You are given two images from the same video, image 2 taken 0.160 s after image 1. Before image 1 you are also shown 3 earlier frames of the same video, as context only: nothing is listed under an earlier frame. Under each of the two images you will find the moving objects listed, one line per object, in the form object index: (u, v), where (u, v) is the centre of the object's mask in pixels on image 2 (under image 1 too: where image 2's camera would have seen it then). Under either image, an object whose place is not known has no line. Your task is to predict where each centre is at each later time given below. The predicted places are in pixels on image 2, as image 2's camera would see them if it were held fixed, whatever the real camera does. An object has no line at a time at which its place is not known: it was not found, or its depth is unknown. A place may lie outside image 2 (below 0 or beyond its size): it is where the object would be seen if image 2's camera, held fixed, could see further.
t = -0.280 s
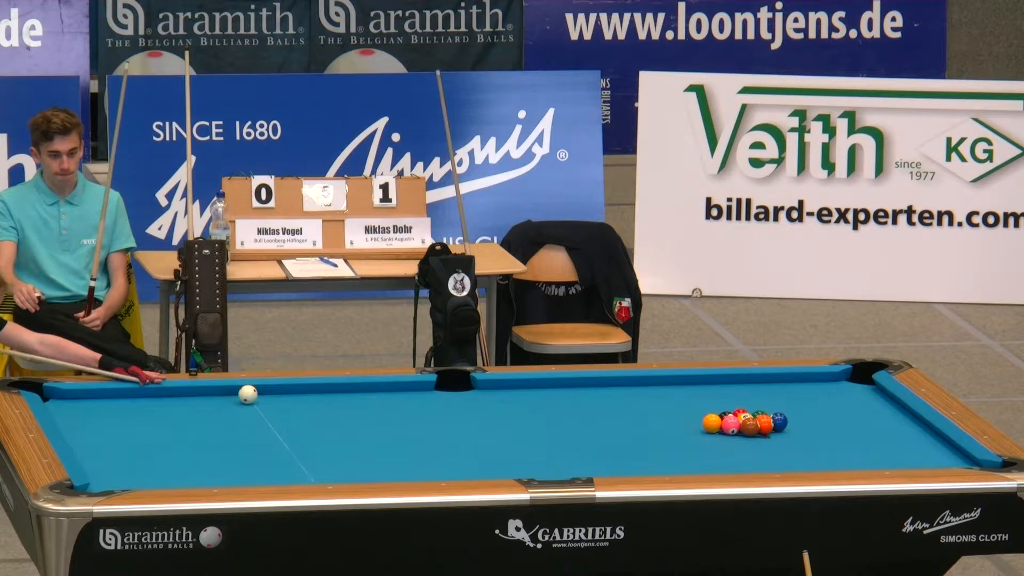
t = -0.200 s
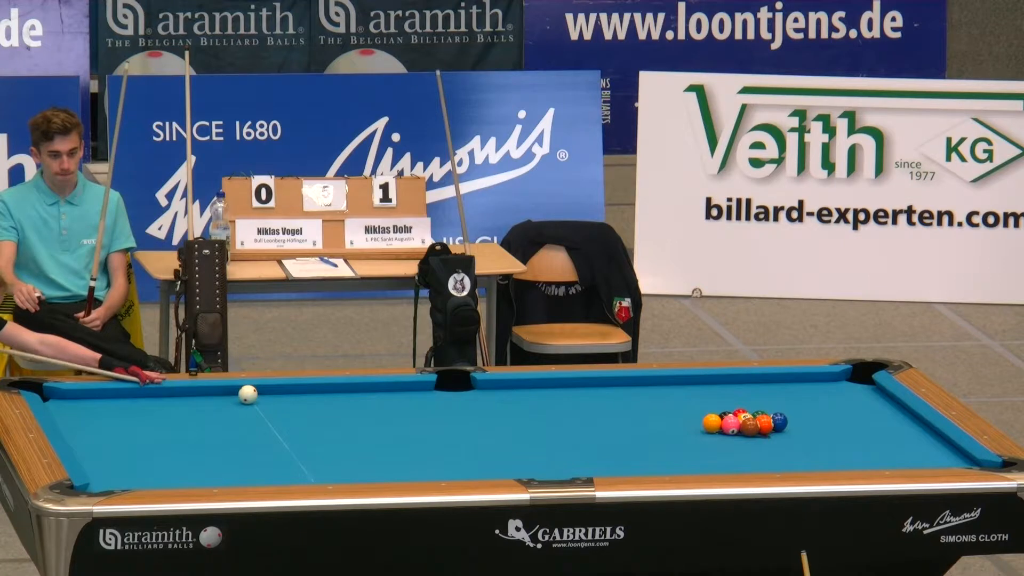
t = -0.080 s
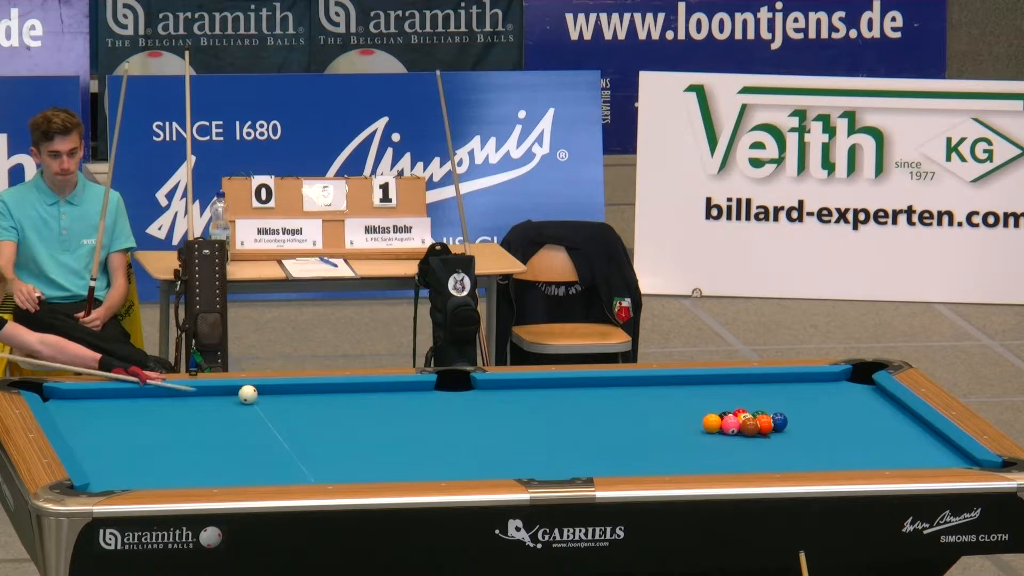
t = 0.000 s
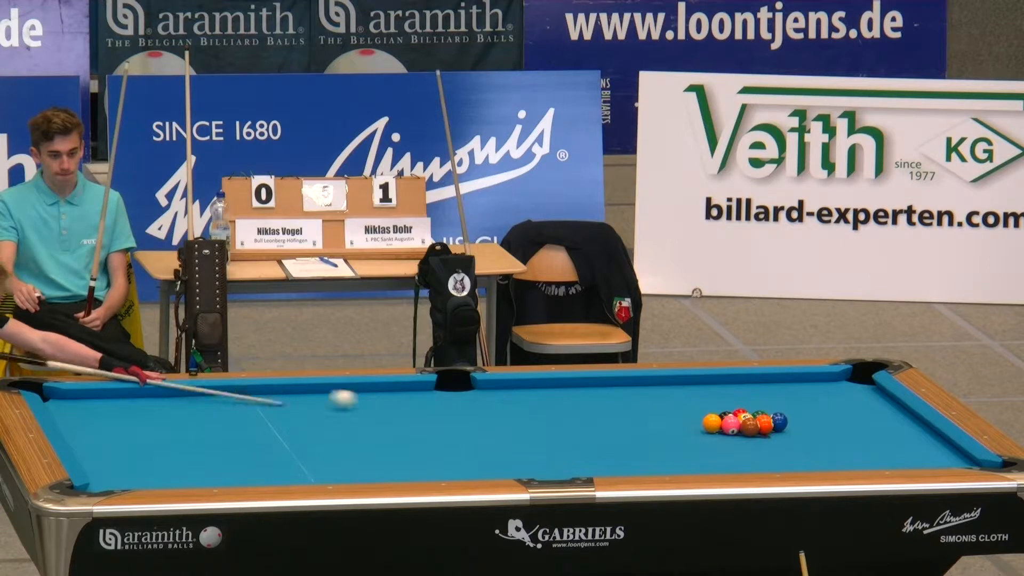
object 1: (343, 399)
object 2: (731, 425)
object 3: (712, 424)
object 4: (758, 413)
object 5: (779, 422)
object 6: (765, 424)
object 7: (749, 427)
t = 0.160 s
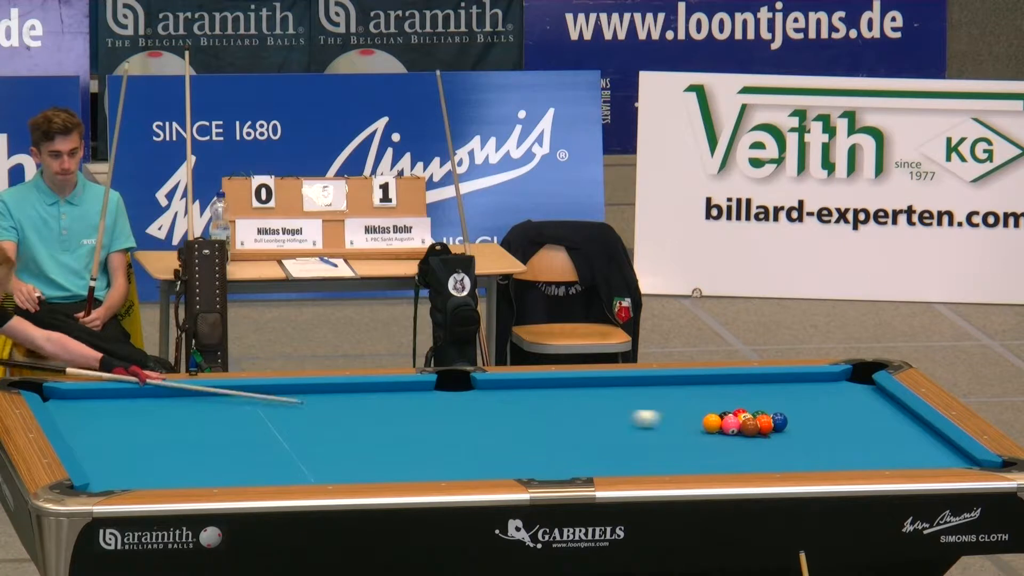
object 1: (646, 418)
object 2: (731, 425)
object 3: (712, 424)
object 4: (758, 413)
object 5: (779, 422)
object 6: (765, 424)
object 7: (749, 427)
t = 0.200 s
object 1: (690, 421)
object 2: (731, 426)
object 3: (710, 423)
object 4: (761, 413)
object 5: (785, 421)
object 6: (767, 423)
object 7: (764, 430)
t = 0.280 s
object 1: (675, 419)
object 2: (731, 432)
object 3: (695, 428)
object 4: (785, 413)
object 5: (826, 417)
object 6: (779, 425)
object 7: (832, 446)
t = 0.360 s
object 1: (656, 418)
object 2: (731, 437)
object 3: (683, 433)
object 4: (802, 412)
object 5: (862, 412)
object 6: (791, 426)
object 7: (899, 460)
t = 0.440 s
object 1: (636, 416)
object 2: (729, 441)
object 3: (674, 437)
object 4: (817, 410)
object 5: (895, 408)
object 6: (802, 426)
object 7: (928, 459)
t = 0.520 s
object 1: (617, 414)
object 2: (728, 445)
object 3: (669, 441)
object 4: (832, 408)
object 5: (880, 407)
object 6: (813, 427)
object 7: (935, 448)
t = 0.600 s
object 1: (598, 412)
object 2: (727, 450)
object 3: (664, 444)
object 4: (838, 405)
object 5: (867, 405)
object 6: (823, 427)
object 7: (937, 438)
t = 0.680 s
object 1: (579, 410)
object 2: (726, 454)
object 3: (659, 448)
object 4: (818, 402)
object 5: (879, 404)
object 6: (834, 428)
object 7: (913, 432)
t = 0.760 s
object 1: (561, 408)
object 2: (725, 459)
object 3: (654, 452)
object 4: (803, 400)
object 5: (887, 403)
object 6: (844, 428)
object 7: (893, 425)
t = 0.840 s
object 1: (542, 407)
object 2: (724, 462)
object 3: (649, 455)
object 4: (790, 398)
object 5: (891, 402)
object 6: (854, 429)
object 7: (875, 419)
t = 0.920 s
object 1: (524, 405)
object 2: (722, 464)
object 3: (644, 459)
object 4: (778, 395)
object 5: (885, 401)
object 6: (864, 429)
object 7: (856, 412)
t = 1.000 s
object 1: (506, 403)
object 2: (721, 467)
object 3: (639, 462)
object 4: (767, 393)
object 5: (879, 400)
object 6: (874, 429)
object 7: (838, 406)
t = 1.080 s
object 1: (489, 401)
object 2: (712, 466)
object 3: (634, 465)
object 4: (755, 391)
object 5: (874, 399)
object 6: (884, 430)
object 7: (821, 401)
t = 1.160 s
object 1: (472, 400)
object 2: (703, 465)
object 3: (629, 467)
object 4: (744, 388)
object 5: (869, 398)
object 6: (893, 431)
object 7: (803, 395)
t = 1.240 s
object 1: (454, 398)
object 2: (694, 464)
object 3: (624, 469)
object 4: (732, 386)
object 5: (864, 397)
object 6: (903, 431)
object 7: (786, 389)
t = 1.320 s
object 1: (437, 396)
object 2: (686, 463)
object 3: (618, 469)
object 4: (722, 384)
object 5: (859, 396)
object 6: (912, 432)
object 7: (770, 383)
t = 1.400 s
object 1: (420, 395)
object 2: (677, 462)
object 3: (610, 469)
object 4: (711, 381)
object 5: (854, 396)
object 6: (921, 432)
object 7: (752, 378)
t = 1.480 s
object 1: (403, 393)
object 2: (669, 460)
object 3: (601, 468)
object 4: (700, 379)
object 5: (849, 395)
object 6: (929, 433)
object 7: (742, 382)
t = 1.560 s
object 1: (387, 391)
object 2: (661, 459)
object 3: (593, 467)
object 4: (696, 380)
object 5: (845, 394)
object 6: (928, 433)
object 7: (732, 385)
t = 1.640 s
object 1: (371, 390)
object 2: (653, 457)
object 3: (586, 467)
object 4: (693, 381)
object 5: (841, 393)
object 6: (924, 433)
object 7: (721, 389)
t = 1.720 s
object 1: (355, 388)
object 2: (645, 455)
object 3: (578, 466)
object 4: (689, 383)
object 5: (837, 392)
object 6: (920, 433)
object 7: (710, 391)
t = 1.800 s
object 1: (340, 387)
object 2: (637, 453)
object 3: (570, 465)
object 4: (685, 384)
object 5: (833, 392)
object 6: (917, 434)
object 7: (699, 395)
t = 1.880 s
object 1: (329, 388)
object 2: (629, 451)
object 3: (562, 464)
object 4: (681, 384)
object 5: (829, 391)
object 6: (913, 434)
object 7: (688, 398)
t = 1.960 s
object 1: (319, 389)
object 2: (622, 450)
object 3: (555, 463)
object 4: (679, 384)
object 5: (825, 390)
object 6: (910, 435)
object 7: (677, 401)
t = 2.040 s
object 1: (308, 390)
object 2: (615, 448)
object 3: (548, 462)
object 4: (676, 387)
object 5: (822, 390)
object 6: (907, 435)
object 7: (667, 404)
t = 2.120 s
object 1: (298, 392)
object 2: (607, 447)
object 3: (541, 460)
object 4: (673, 389)
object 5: (819, 389)
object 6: (904, 436)
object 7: (656, 407)
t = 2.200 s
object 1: (287, 393)
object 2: (600, 445)
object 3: (533, 459)
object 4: (669, 390)
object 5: (815, 388)
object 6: (901, 436)
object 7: (645, 411)
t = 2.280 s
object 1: (278, 394)
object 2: (593, 443)
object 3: (527, 458)
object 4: (667, 391)
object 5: (813, 388)
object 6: (899, 436)
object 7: (635, 414)
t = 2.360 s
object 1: (267, 395)
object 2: (587, 442)
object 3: (520, 457)
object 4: (663, 392)
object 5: (810, 387)
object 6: (896, 436)
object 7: (624, 417)
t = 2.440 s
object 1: (258, 396)
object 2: (580, 440)
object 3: (514, 456)
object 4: (661, 393)
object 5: (807, 387)
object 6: (893, 437)
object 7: (614, 420)
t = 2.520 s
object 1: (248, 397)
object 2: (574, 439)
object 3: (507, 455)
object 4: (658, 394)
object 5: (805, 387)
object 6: (891, 437)
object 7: (603, 423)
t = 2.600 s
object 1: (238, 398)
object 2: (567, 438)
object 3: (502, 453)
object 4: (655, 395)
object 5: (802, 386)
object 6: (889, 437)
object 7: (592, 426)
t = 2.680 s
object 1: (229, 399)
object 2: (562, 436)
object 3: (496, 452)
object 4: (653, 396)
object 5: (800, 385)
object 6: (887, 437)
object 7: (582, 429)
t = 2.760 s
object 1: (220, 400)
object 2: (555, 435)
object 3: (490, 451)
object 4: (650, 397)
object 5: (798, 385)
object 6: (885, 437)
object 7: (572, 432)
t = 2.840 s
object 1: (211, 401)
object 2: (540, 435)
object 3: (484, 450)
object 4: (648, 398)
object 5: (795, 384)
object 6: (884, 438)
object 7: (571, 434)
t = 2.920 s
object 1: (202, 402)
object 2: (526, 435)
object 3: (479, 449)
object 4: (645, 399)
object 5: (793, 384)
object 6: (882, 438)
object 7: (570, 435)
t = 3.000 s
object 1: (193, 403)
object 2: (513, 435)
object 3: (473, 448)
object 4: (644, 400)
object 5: (791, 384)
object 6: (881, 438)
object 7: (570, 437)
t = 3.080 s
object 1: (184, 404)
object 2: (500, 434)
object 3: (468, 447)
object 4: (641, 401)
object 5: (790, 384)
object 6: (880, 438)
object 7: (570, 438)
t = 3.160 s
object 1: (176, 405)
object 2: (487, 434)
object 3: (463, 446)
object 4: (639, 402)
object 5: (789, 384)
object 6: (879, 438)
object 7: (569, 439)
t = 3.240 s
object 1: (168, 406)
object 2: (474, 434)
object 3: (459, 445)
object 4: (637, 402)
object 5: (786, 384)
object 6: (878, 438)
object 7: (569, 440)
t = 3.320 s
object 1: (159, 407)
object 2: (463, 432)
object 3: (454, 445)
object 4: (636, 403)
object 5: (786, 384)
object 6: (877, 438)
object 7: (568, 441)
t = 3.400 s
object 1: (152, 408)
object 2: (448, 430)
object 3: (450, 444)
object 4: (634, 404)
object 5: (785, 383)
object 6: (877, 438)
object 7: (568, 443)
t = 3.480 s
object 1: (143, 409)
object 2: (435, 432)
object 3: (445, 443)
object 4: (632, 404)
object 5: (784, 383)
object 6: (877, 438)
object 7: (567, 444)
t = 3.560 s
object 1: (136, 409)
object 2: (425, 433)
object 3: (441, 442)
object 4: (630, 405)
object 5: (783, 383)
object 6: (876, 438)
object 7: (567, 445)
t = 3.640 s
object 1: (128, 410)
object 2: (413, 434)
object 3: (437, 442)
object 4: (629, 406)
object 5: (782, 382)
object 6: (876, 438)
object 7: (567, 446)
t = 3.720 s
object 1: (121, 411)
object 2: (401, 434)
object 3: (433, 441)
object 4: (627, 406)
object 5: (781, 382)
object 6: (877, 438)
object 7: (566, 447)
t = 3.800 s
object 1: (114, 412)
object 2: (390, 434)
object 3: (430, 440)
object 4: (625, 407)
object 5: (781, 382)
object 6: (877, 438)
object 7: (566, 448)
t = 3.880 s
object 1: (106, 413)
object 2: (379, 433)
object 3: (426, 440)
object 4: (623, 407)
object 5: (780, 382)
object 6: (877, 438)
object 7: (566, 449)
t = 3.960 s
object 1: (100, 414)
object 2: (368, 433)
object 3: (423, 439)
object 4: (622, 408)
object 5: (780, 382)
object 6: (877, 438)
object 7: (566, 450)
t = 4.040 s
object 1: (93, 414)
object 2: (357, 433)
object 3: (420, 438)
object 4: (620, 408)
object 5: (780, 382)
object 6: (877, 438)
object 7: (565, 451)
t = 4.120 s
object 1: (86, 415)
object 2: (347, 433)
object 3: (417, 437)
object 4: (619, 409)
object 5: (780, 382)
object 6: (877, 438)
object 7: (565, 452)
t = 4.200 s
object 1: (80, 416)
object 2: (336, 433)
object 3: (414, 437)
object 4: (617, 409)
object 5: (779, 381)
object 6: (877, 438)
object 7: (565, 453)
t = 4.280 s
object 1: (74, 417)
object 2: (326, 433)
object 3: (411, 436)
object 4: (616, 410)
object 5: (779, 381)
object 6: (877, 438)
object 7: (565, 454)
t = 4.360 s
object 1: (68, 417)
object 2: (316, 432)
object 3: (408, 436)
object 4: (615, 410)
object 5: (779, 381)
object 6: (877, 438)
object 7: (565, 454)
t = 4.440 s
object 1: (63, 418)
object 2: (306, 432)
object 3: (406, 435)
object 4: (614, 411)
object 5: (779, 381)
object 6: (877, 438)
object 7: (564, 455)
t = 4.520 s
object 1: (64, 419)
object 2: (296, 432)
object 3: (404, 435)
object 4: (613, 411)
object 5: (779, 381)
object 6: (877, 438)
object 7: (564, 456)
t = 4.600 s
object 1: (68, 419)
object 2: (286, 432)
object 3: (402, 434)
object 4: (612, 411)
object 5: (779, 381)
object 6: (877, 438)
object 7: (564, 456)
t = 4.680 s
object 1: (71, 419)
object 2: (277, 432)
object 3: (400, 434)
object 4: (611, 412)
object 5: (779, 382)
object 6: (877, 438)
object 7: (564, 457)
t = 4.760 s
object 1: (74, 420)
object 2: (268, 432)
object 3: (398, 433)
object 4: (610, 412)
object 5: (779, 381)
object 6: (877, 438)
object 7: (564, 458)
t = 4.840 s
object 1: (77, 420)
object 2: (259, 432)
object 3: (396, 433)
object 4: (609, 412)
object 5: (779, 382)
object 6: (877, 438)
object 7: (564, 458)
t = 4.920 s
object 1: (80, 420)
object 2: (250, 432)
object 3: (395, 433)
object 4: (608, 412)
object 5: (779, 382)
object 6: (877, 438)
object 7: (564, 459)
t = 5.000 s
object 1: (83, 420)
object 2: (242, 432)
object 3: (393, 432)
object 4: (607, 412)
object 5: (779, 382)
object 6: (877, 438)
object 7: (564, 459)
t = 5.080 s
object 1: (85, 421)
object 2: (233, 432)
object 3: (392, 432)
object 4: (606, 412)
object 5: (779, 381)
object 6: (877, 438)
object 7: (565, 460)
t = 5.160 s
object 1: (88, 421)
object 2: (225, 432)
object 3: (391, 432)
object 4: (606, 412)
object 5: (779, 382)
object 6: (877, 438)
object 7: (565, 460)
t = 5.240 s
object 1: (90, 421)
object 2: (217, 432)
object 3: (390, 432)
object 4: (606, 413)
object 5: (779, 382)
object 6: (877, 438)
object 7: (565, 460)
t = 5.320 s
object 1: (92, 422)
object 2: (209, 432)
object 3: (389, 431)
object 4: (605, 412)
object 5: (779, 382)
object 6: (877, 438)
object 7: (565, 460)
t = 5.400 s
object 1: (94, 422)
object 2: (201, 432)
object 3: (389, 431)
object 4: (605, 413)
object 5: (779, 382)
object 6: (877, 438)
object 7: (565, 461)
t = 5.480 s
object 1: (96, 422)
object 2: (194, 432)
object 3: (388, 431)
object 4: (605, 413)
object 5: (779, 382)
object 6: (877, 438)
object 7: (565, 461)
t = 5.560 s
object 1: (97, 422)
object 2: (187, 431)
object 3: (388, 431)
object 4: (605, 413)
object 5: (779, 382)
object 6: (877, 438)
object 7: (565, 461)
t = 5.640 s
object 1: (99, 422)
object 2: (180, 431)
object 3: (388, 431)
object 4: (605, 412)
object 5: (779, 382)
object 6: (877, 438)
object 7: (566, 462)
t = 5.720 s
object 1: (100, 422)
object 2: (173, 431)
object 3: (388, 431)
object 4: (605, 412)
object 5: (779, 382)
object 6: (877, 438)
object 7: (566, 462)
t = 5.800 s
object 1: (101, 422)
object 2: (167, 431)
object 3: (388, 431)
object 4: (605, 413)
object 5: (779, 382)
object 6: (877, 438)
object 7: (566, 462)
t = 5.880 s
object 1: (102, 422)
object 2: (160, 431)
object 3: (388, 431)
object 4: (605, 413)
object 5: (779, 382)
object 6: (877, 438)
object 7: (566, 462)
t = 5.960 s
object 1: (103, 423)
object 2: (154, 431)
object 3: (388, 431)
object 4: (605, 413)
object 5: (779, 382)
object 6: (877, 438)
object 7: (566, 462)
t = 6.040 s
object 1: (103, 423)
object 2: (148, 431)
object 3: (388, 431)
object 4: (605, 413)
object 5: (779, 382)
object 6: (877, 438)
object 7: (566, 462)
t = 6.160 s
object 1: (104, 423)
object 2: (139, 431)
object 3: (388, 431)
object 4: (605, 413)
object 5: (779, 381)
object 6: (877, 438)
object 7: (566, 462)
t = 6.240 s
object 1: (104, 423)
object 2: (133, 431)
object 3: (388, 431)
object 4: (605, 413)
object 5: (779, 381)
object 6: (877, 438)
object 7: (566, 462)
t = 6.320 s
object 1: (104, 423)
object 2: (128, 431)
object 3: (388, 431)
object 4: (605, 413)
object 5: (779, 381)
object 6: (877, 438)
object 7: (566, 462)
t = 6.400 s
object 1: (104, 423)
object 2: (123, 431)
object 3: (388, 431)
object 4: (605, 413)
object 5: (779, 382)
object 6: (877, 438)
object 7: (566, 462)
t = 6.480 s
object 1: (103, 422)
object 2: (118, 431)
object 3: (388, 431)
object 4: (605, 413)
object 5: (779, 382)
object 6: (877, 438)
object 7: (566, 462)
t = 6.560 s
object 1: (103, 421)
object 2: (113, 431)
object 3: (388, 431)
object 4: (605, 413)
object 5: (779, 382)
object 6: (877, 438)
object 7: (566, 462)
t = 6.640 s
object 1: (102, 420)
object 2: (109, 431)
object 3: (388, 431)
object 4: (605, 413)
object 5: (779, 382)
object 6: (877, 438)
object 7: (566, 462)
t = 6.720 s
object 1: (104, 419)
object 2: (104, 431)
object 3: (388, 431)
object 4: (605, 413)
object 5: (779, 382)
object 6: (877, 438)
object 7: (566, 462)
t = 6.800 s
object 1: (105, 419)
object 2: (100, 431)
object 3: (388, 431)
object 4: (605, 413)
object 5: (779, 382)
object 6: (877, 438)
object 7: (566, 462)
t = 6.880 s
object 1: (106, 421)
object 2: (96, 431)
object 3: (388, 431)
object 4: (605, 413)
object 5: (779, 382)
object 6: (877, 438)
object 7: (566, 462)
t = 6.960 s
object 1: (106, 422)
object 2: (92, 431)
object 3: (388, 431)
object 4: (605, 413)
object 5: (779, 382)
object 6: (877, 438)
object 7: (566, 462)
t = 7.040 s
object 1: (105, 423)
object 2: (89, 431)
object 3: (388, 431)
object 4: (605, 413)
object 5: (779, 382)
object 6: (877, 438)
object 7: (566, 462)
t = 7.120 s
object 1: (105, 423)
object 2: (86, 430)
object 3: (388, 431)
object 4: (605, 413)
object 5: (779, 382)
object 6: (877, 438)
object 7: (566, 462)
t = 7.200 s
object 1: (104, 423)
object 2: (82, 431)
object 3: (388, 431)
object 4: (605, 413)
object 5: (779, 382)
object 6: (877, 438)
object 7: (566, 462)
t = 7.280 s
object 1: (104, 423)
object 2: (79, 431)
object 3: (388, 431)
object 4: (605, 413)
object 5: (779, 382)
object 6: (877, 438)
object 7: (566, 462)
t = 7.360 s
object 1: (104, 423)
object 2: (76, 431)
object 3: (388, 431)
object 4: (605, 413)
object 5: (779, 382)
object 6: (877, 438)
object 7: (566, 462)
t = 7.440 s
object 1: (104, 423)
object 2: (73, 430)
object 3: (388, 431)
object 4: (605, 413)
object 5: (779, 382)
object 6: (877, 438)
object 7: (566, 462)
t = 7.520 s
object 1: (104, 423)
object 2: (71, 430)
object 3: (388, 431)
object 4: (605, 413)
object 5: (779, 382)
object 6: (877, 438)
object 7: (566, 462)
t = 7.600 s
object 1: (104, 423)
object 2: (70, 430)
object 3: (388, 431)
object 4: (605, 413)
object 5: (779, 382)
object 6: (877, 438)
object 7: (566, 462)
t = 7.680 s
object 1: (104, 423)
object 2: (70, 430)
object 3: (388, 431)
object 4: (605, 413)
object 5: (779, 382)
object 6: (877, 438)
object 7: (566, 462)
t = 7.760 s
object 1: (104, 423)
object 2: (70, 430)
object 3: (388, 431)
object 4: (605, 413)
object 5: (779, 382)
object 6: (877, 438)
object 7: (566, 462)
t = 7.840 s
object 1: (104, 423)
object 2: (71, 430)
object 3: (388, 431)
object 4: (605, 413)
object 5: (779, 382)
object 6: (877, 438)
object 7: (566, 462)
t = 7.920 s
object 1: (104, 423)
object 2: (72, 430)
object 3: (388, 431)
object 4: (605, 413)
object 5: (779, 382)
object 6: (877, 438)
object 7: (566, 462)
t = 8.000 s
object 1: (104, 423)
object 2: (72, 430)
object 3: (388, 431)
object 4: (605, 413)
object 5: (779, 382)
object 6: (877, 438)
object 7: (566, 462)
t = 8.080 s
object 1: (104, 423)
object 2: (72, 430)
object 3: (388, 431)
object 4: (605, 413)
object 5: (779, 382)
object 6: (877, 438)
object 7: (566, 462)
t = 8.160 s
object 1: (104, 423)
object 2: (72, 431)
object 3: (388, 431)
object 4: (605, 413)
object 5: (779, 382)
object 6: (877, 438)
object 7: (566, 462)
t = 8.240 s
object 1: (104, 423)
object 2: (72, 431)
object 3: (388, 431)
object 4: (605, 412)
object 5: (779, 382)
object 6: (877, 438)
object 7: (566, 462)
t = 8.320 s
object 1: (104, 423)
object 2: (72, 431)
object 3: (388, 431)
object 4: (605, 413)
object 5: (779, 381)
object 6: (877, 438)
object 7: (566, 462)
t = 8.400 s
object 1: (104, 423)
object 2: (72, 431)
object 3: (388, 431)
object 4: (605, 413)
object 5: (779, 381)
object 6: (877, 438)
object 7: (566, 462)
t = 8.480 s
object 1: (104, 423)
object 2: (72, 431)
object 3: (388, 431)
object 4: (605, 413)
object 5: (779, 381)
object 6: (877, 438)
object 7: (566, 462)
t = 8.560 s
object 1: (104, 423)
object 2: (72, 431)
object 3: (388, 431)
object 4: (605, 413)
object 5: (779, 381)
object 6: (877, 438)
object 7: (566, 462)
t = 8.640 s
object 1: (104, 423)
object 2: (72, 431)
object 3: (388, 431)
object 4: (605, 412)
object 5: (779, 382)
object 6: (877, 438)
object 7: (566, 462)
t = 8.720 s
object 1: (104, 423)
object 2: (72, 431)
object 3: (388, 431)
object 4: (605, 413)
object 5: (779, 382)
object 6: (877, 438)
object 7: (566, 462)
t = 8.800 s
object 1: (104, 423)
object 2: (72, 431)
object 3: (388, 431)
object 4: (605, 413)
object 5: (779, 382)
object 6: (877, 438)
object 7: (566, 462)
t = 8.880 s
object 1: (104, 423)
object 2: (72, 431)
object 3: (388, 431)
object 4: (605, 412)
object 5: (779, 381)
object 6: (877, 438)
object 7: (566, 462)
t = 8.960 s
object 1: (104, 423)
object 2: (72, 431)
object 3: (388, 431)
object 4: (605, 412)
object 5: (779, 381)
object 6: (877, 438)
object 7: (566, 462)
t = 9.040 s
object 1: (104, 423)
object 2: (72, 431)
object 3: (388, 431)
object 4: (605, 413)
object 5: (779, 382)
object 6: (877, 438)
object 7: (566, 462)
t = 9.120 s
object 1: (104, 423)
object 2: (72, 431)
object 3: (388, 431)
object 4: (605, 412)
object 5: (779, 382)
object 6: (877, 438)
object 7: (566, 462)
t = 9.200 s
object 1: (104, 423)
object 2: (72, 431)
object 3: (388, 431)
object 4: (605, 412)
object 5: (779, 382)
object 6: (877, 438)
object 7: (566, 462)
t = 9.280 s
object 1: (104, 423)
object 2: (72, 431)
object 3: (388, 431)
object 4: (605, 413)
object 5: (779, 381)
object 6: (877, 438)
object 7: (566, 462)
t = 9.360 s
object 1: (104, 423)
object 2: (72, 431)
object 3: (388, 431)
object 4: (605, 412)
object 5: (779, 381)
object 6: (877, 438)
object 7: (566, 462)
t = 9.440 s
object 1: (104, 423)
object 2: (72, 431)
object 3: (388, 431)
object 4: (605, 413)
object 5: (779, 381)
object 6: (877, 438)
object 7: (566, 462)
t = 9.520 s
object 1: (104, 423)
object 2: (72, 430)
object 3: (388, 431)
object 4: (605, 413)
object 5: (779, 381)
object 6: (877, 438)
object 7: (566, 462)
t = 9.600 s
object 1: (104, 423)
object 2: (72, 431)
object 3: (388, 431)
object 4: (605, 412)
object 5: (780, 381)
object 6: (877, 438)
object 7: (566, 462)
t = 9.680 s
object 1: (104, 423)
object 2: (72, 431)
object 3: (388, 431)
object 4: (605, 412)
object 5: (780, 381)
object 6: (877, 438)
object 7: (566, 462)
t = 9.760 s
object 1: (104, 423)
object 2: (72, 431)
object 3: (388, 431)
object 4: (605, 412)
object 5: (779, 381)
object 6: (877, 438)
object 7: (566, 462)
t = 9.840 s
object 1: (104, 423)
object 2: (72, 431)
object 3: (388, 431)
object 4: (605, 412)
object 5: (779, 381)
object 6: (877, 438)
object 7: (566, 462)
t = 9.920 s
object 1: (104, 423)
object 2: (73, 431)
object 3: (388, 431)
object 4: (605, 412)
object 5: (779, 381)
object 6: (877, 438)
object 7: (566, 462)
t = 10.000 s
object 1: (104, 423)
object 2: (73, 431)
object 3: (388, 431)
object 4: (605, 412)
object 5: (779, 381)
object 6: (877, 438)
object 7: (566, 462)
